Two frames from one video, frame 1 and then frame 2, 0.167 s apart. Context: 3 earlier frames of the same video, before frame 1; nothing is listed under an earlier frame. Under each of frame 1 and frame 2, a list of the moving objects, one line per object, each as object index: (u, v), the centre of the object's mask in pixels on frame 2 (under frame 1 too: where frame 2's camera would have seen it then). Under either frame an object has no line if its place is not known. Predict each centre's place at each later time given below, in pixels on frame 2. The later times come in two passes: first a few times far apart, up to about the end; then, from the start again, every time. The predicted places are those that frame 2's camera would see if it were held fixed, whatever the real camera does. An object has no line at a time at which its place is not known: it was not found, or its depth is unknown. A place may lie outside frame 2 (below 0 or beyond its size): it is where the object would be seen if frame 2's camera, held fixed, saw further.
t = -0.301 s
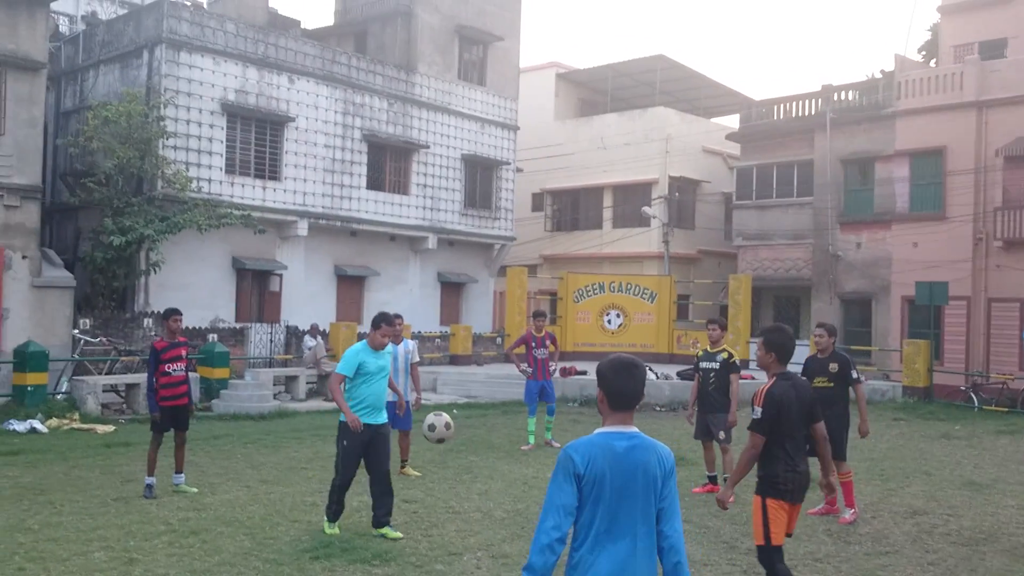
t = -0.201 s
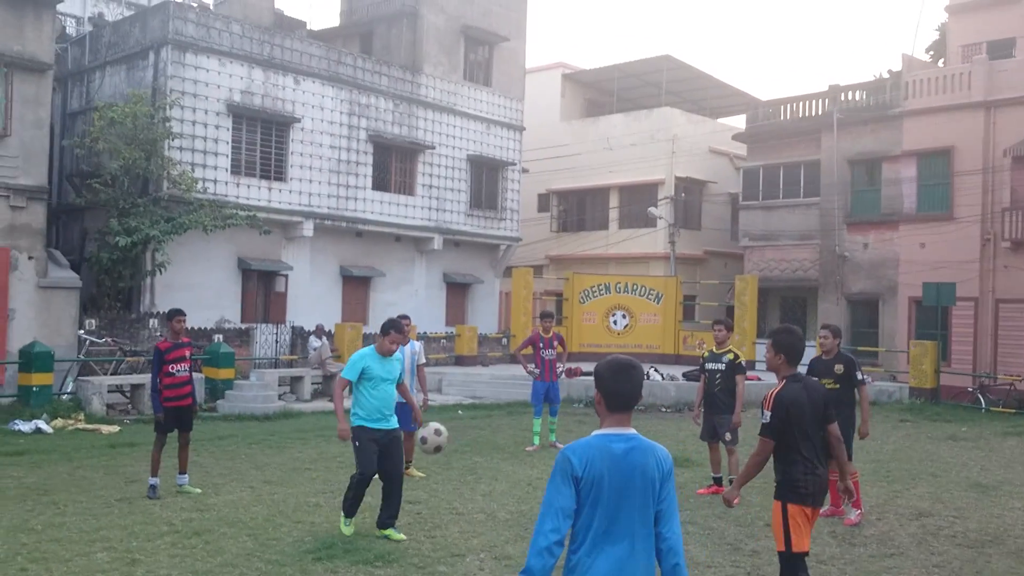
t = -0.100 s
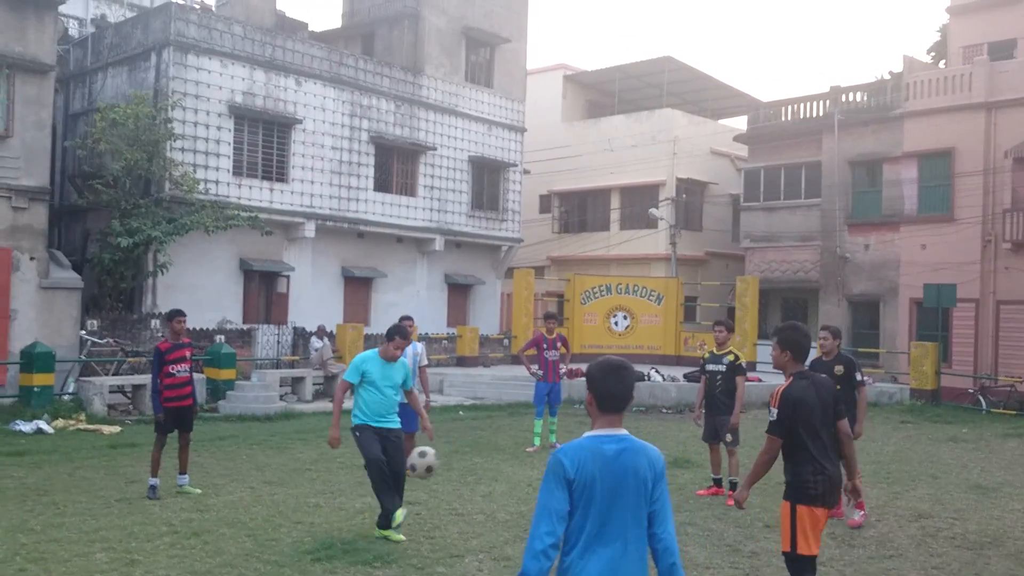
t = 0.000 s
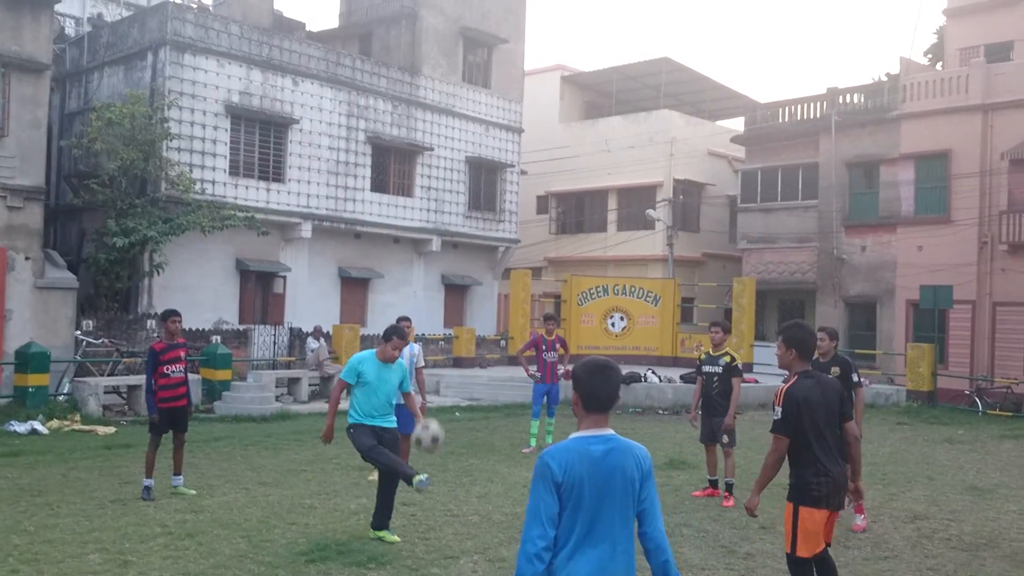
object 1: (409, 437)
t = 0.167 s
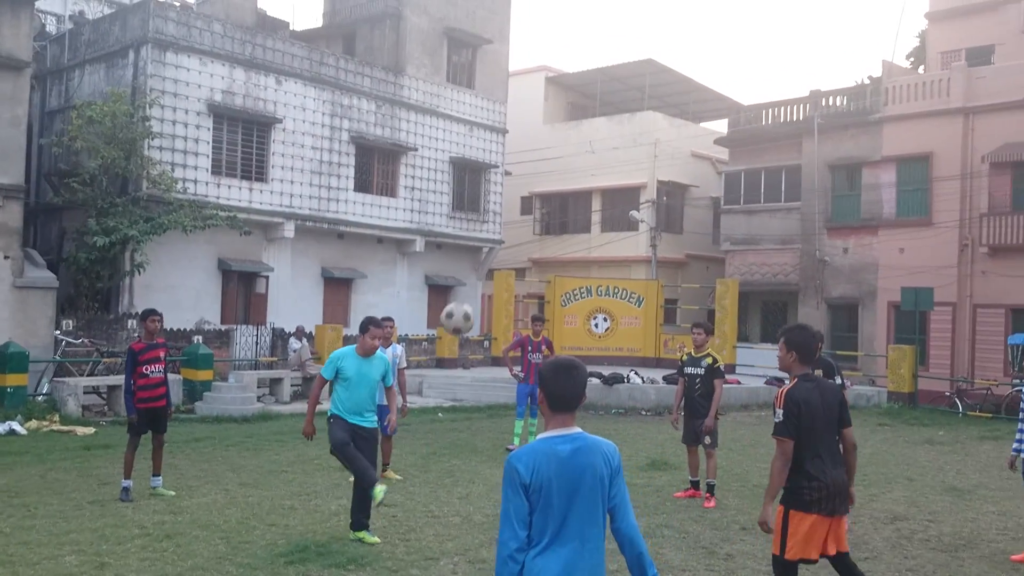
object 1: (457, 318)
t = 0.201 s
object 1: (467, 298)
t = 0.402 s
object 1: (526, 210)
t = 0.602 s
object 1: (586, 178)
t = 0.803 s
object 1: (650, 208)
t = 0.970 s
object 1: (707, 291)
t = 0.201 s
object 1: (467, 298)
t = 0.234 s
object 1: (477, 280)
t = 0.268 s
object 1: (486, 263)
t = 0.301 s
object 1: (496, 248)
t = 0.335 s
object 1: (506, 234)
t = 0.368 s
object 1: (516, 221)
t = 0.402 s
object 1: (526, 210)
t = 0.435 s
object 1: (535, 201)
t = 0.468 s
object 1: (545, 193)
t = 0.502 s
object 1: (555, 188)
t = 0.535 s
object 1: (566, 182)
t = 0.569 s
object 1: (576, 179)
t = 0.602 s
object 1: (586, 178)
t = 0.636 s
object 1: (597, 178)
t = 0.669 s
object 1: (607, 180)
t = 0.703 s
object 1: (618, 184)
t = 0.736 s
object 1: (629, 189)
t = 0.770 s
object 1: (640, 198)
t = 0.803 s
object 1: (650, 208)
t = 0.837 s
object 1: (662, 220)
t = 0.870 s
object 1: (672, 235)
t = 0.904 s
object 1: (683, 250)
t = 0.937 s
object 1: (695, 269)
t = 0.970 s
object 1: (707, 291)
